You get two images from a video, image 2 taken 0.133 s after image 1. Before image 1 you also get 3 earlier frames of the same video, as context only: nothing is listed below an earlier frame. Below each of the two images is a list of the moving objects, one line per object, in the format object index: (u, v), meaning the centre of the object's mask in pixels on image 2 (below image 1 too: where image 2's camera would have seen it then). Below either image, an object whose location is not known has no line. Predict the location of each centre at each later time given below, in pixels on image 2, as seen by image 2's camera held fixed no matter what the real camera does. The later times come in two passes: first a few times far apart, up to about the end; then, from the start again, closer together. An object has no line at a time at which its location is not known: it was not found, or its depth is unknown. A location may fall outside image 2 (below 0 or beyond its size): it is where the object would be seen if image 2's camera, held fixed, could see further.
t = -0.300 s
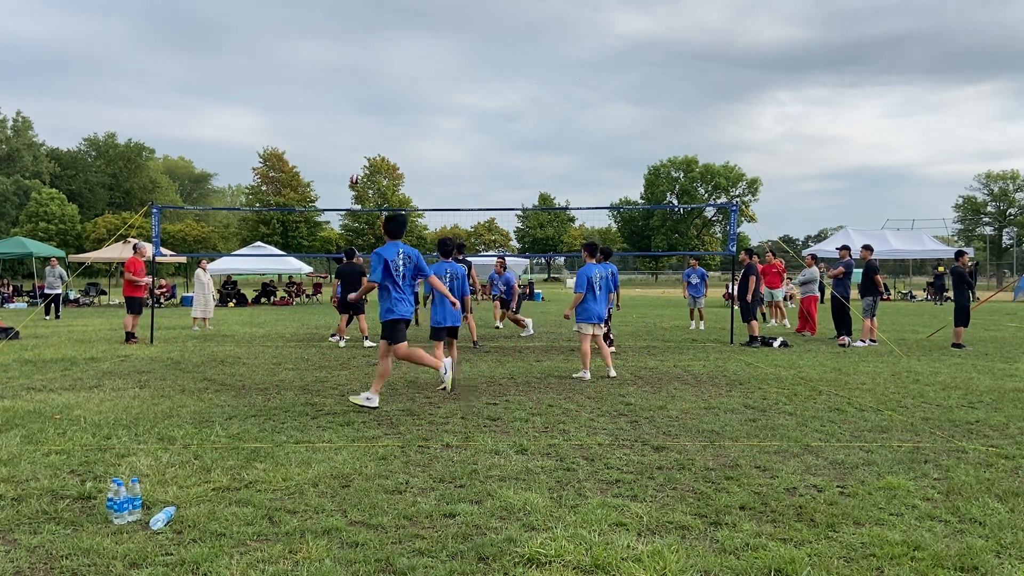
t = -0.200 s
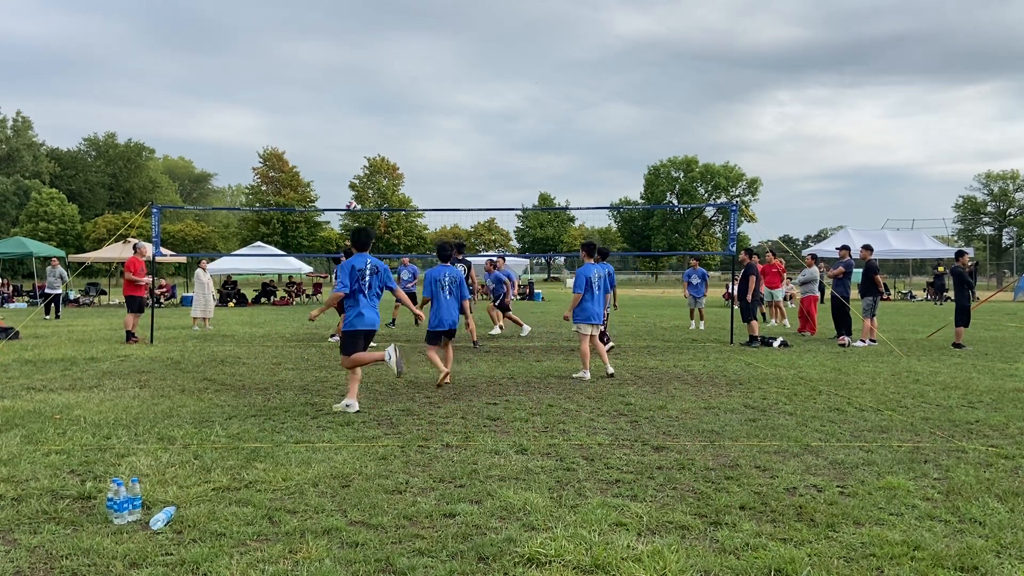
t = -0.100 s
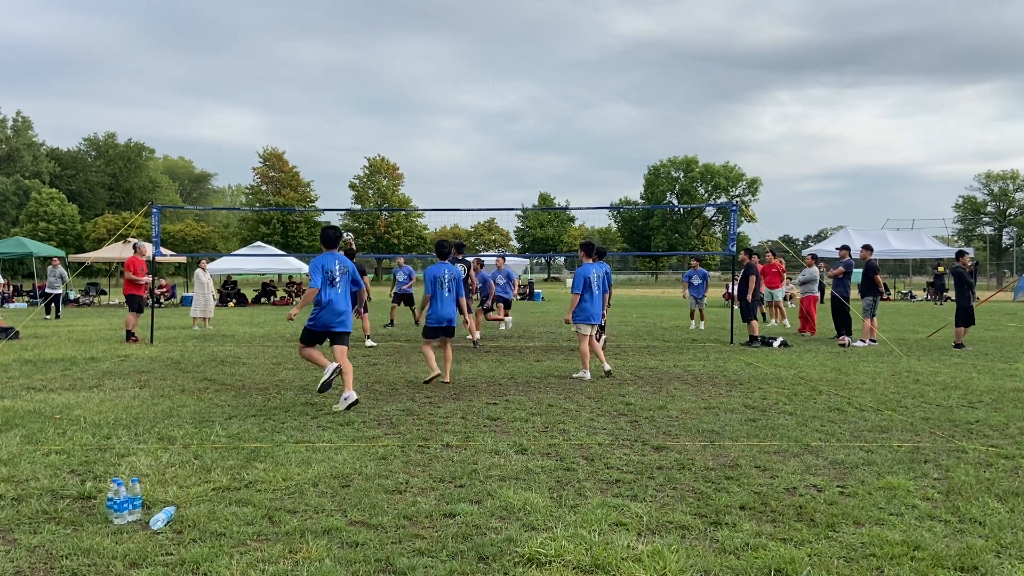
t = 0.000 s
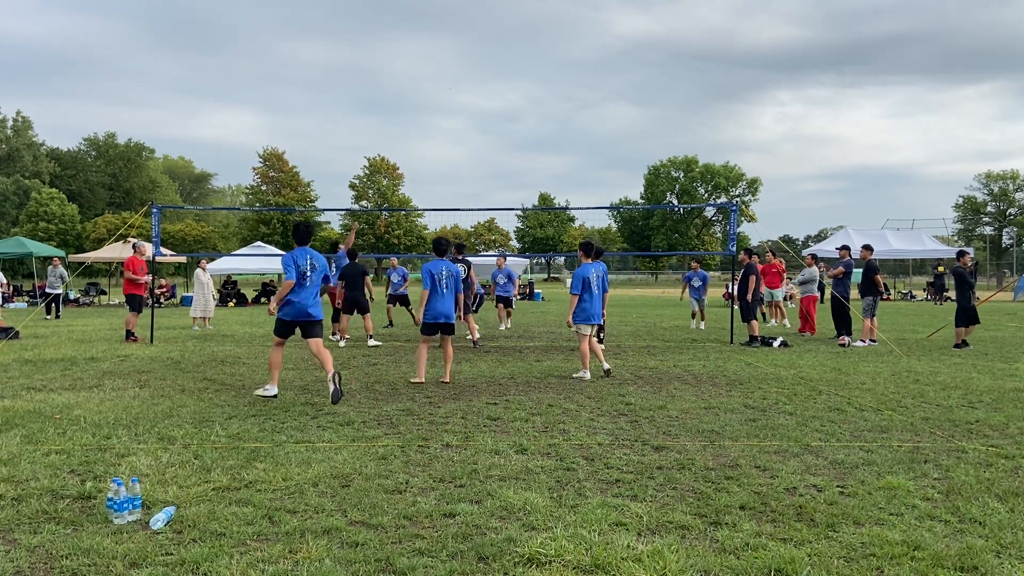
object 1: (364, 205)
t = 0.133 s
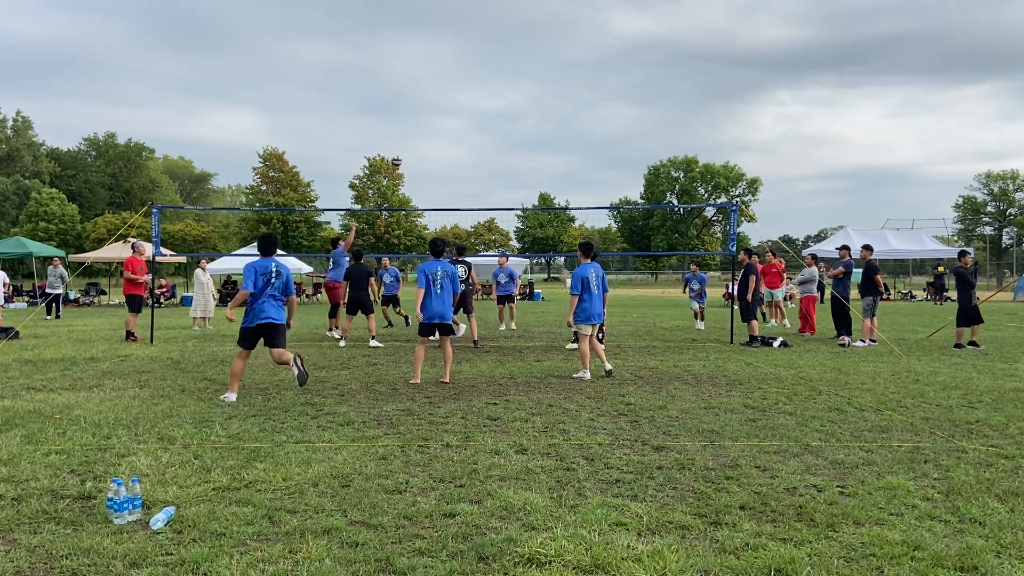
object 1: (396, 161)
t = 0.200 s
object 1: (412, 142)
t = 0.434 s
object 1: (466, 95)
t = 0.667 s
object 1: (518, 77)
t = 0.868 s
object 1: (562, 86)
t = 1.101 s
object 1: (611, 125)
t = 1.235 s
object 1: (637, 160)
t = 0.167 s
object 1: (404, 152)
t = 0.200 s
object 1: (412, 142)
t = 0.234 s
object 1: (420, 133)
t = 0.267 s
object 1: (427, 125)
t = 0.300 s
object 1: (435, 118)
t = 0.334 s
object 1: (443, 111)
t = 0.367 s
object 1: (451, 105)
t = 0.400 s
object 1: (458, 100)
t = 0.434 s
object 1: (466, 95)
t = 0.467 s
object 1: (474, 90)
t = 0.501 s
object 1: (481, 87)
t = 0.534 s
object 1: (489, 83)
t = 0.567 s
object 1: (496, 81)
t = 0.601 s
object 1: (503, 79)
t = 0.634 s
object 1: (511, 78)
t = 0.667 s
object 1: (518, 77)
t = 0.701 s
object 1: (526, 77)
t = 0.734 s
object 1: (533, 78)
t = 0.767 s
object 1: (540, 79)
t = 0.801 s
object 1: (547, 81)
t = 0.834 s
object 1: (555, 83)
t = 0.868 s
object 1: (562, 86)
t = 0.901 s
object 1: (569, 90)
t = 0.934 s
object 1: (576, 94)
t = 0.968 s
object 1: (583, 99)
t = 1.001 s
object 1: (590, 105)
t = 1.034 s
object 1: (597, 111)
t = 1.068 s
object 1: (604, 117)
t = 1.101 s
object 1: (611, 125)
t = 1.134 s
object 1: (617, 133)
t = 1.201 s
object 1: (630, 150)
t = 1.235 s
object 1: (637, 160)
